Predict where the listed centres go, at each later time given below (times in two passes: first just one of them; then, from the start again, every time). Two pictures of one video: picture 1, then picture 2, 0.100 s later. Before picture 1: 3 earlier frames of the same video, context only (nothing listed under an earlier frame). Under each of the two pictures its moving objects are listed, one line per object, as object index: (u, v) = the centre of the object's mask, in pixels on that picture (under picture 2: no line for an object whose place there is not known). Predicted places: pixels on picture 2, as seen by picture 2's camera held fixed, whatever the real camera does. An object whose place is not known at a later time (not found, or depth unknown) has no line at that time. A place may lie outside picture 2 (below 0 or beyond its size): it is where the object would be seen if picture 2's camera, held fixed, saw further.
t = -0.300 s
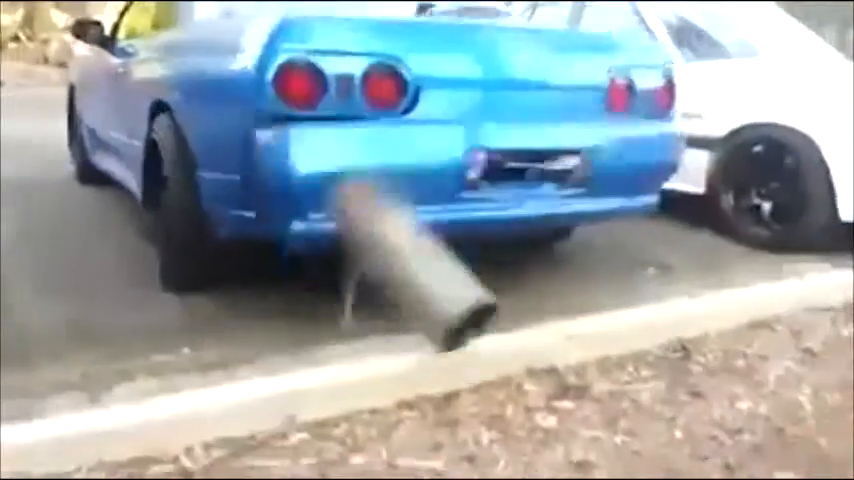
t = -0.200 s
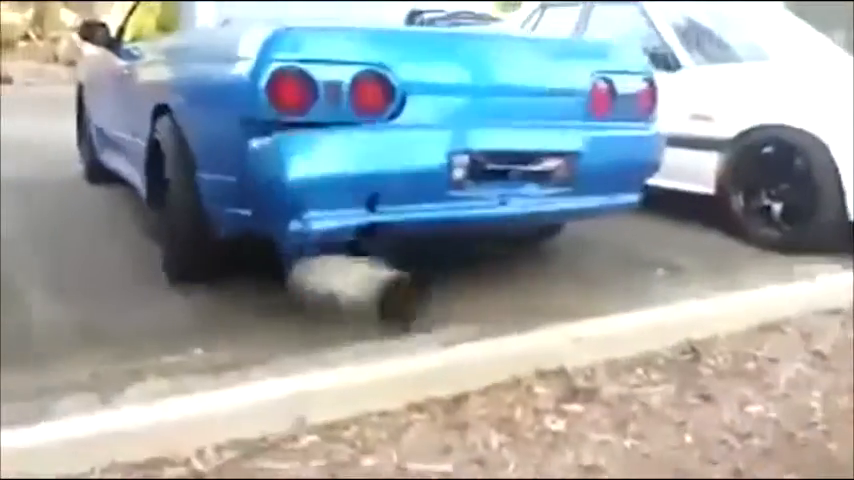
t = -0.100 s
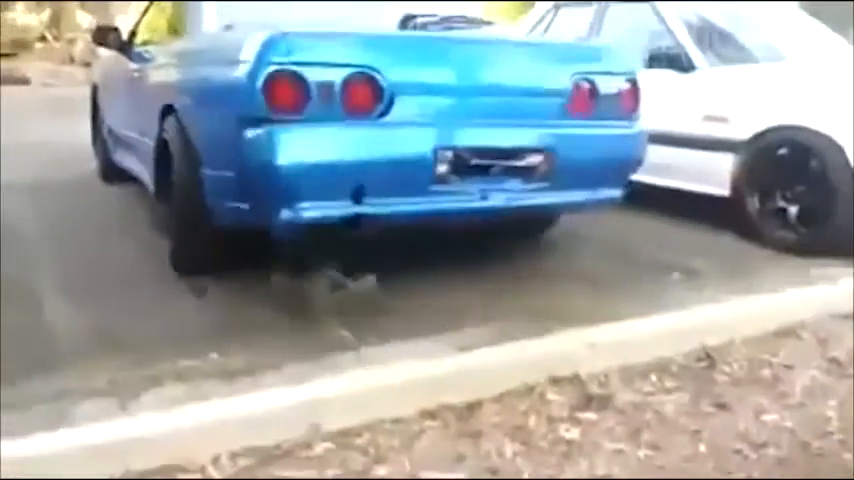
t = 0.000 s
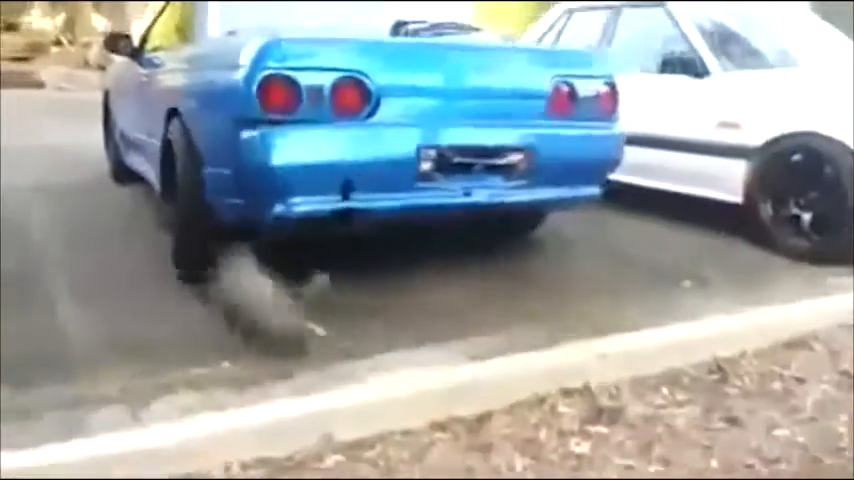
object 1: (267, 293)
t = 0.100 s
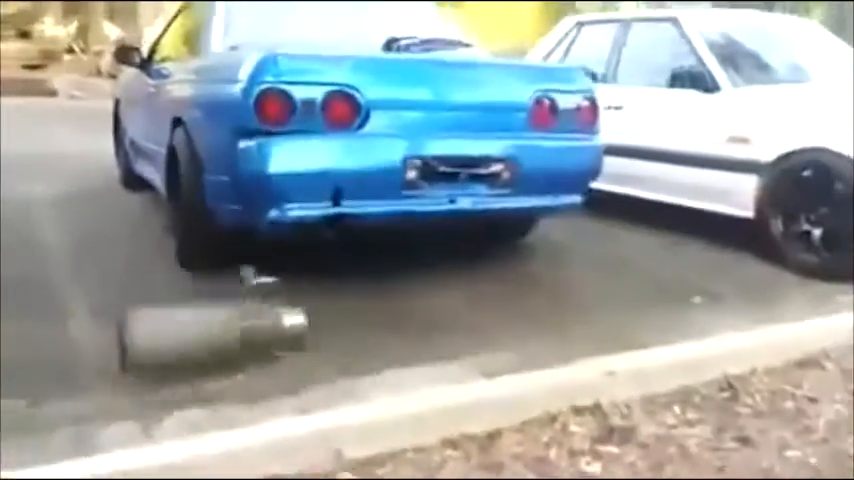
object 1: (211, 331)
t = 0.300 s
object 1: (169, 349)
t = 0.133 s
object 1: (197, 348)
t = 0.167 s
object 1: (190, 345)
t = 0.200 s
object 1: (186, 344)
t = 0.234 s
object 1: (174, 345)
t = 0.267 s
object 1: (172, 345)
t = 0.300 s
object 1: (169, 349)
